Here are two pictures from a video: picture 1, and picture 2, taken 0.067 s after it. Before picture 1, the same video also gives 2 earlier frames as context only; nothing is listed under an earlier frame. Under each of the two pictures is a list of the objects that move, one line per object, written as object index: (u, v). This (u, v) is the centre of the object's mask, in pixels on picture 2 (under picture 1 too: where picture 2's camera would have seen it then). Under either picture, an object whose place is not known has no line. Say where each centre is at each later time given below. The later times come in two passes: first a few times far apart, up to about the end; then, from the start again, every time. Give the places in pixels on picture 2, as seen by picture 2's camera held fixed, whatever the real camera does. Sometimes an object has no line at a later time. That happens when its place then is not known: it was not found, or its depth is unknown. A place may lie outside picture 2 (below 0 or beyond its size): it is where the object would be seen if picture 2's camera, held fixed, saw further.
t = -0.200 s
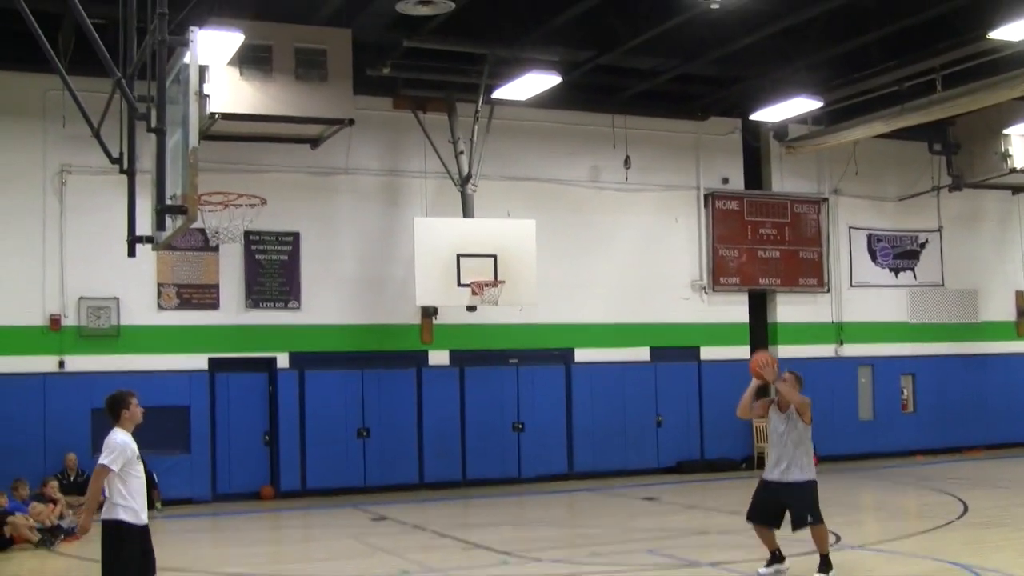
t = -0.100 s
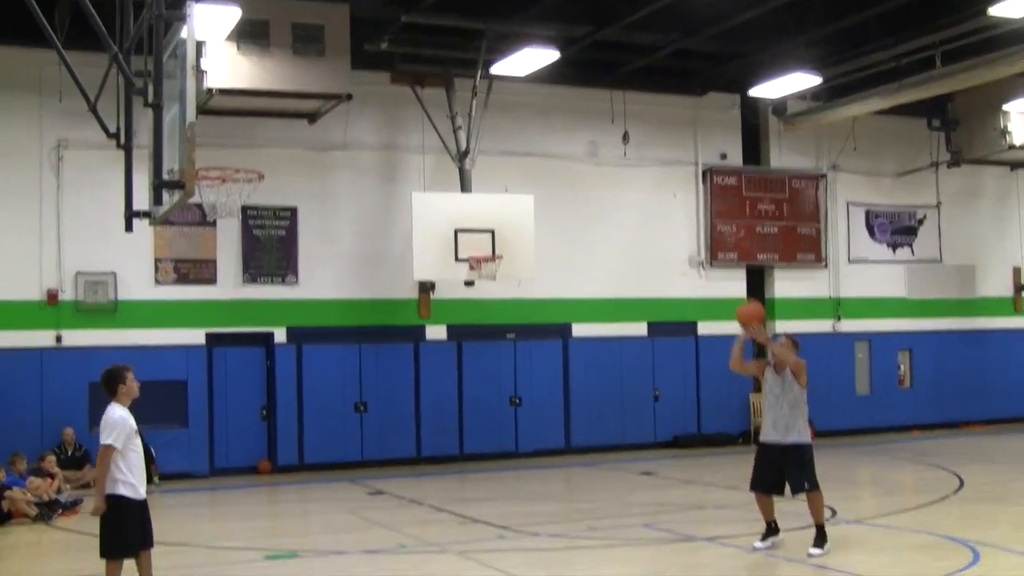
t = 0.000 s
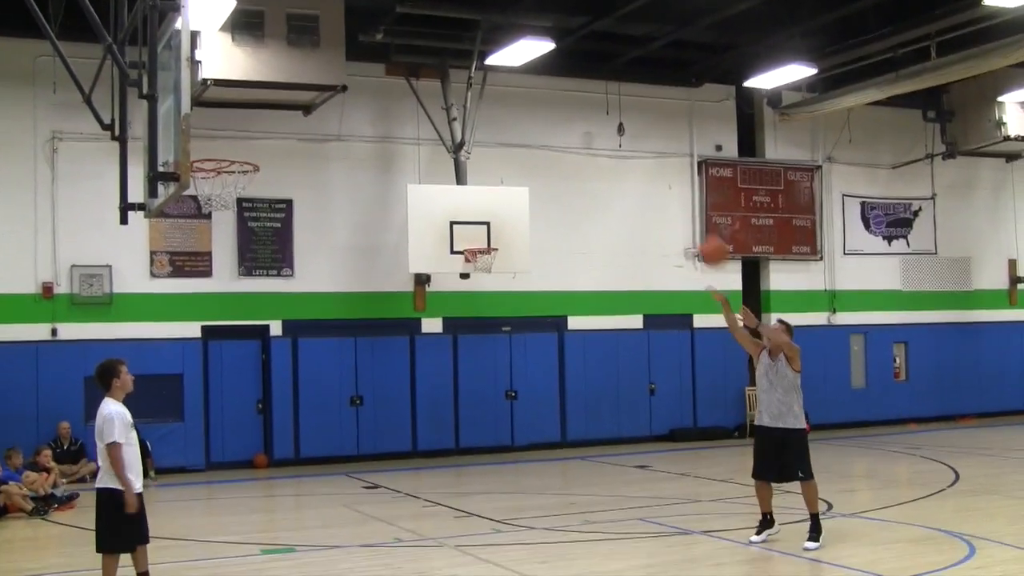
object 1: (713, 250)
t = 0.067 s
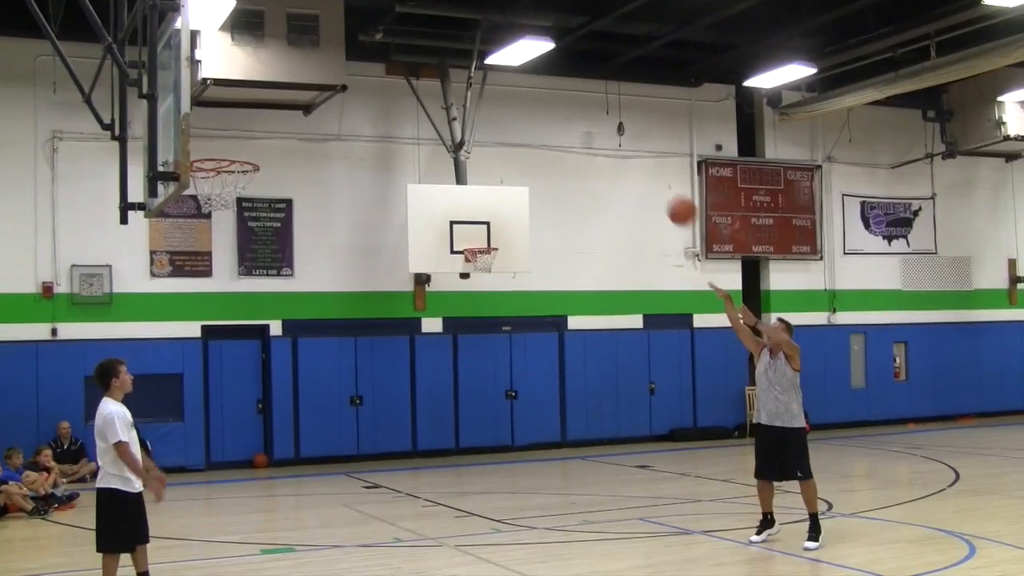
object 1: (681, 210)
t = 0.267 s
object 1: (589, 118)
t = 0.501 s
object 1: (472, 65)
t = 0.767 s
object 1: (334, 88)
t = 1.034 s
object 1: (198, 202)
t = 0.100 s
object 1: (666, 192)
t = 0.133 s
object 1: (650, 175)
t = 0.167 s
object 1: (635, 159)
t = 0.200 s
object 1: (619, 144)
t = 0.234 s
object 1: (603, 130)
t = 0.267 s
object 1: (589, 118)
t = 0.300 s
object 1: (572, 107)
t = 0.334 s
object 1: (555, 97)
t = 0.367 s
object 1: (539, 88)
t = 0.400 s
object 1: (523, 81)
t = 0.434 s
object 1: (506, 76)
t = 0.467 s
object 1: (490, 70)
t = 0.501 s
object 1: (472, 65)
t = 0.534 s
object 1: (456, 63)
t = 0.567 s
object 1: (439, 63)
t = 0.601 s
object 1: (423, 63)
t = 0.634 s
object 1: (405, 64)
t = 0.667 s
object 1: (388, 68)
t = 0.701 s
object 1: (371, 72)
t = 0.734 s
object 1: (352, 80)
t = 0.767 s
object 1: (334, 88)
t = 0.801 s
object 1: (316, 98)
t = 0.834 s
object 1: (298, 109)
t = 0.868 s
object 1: (279, 121)
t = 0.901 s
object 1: (260, 136)
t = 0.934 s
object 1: (242, 150)
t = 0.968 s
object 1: (220, 171)
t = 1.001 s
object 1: (205, 186)
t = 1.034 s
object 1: (198, 202)
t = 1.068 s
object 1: (197, 200)
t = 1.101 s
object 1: (200, 197)
